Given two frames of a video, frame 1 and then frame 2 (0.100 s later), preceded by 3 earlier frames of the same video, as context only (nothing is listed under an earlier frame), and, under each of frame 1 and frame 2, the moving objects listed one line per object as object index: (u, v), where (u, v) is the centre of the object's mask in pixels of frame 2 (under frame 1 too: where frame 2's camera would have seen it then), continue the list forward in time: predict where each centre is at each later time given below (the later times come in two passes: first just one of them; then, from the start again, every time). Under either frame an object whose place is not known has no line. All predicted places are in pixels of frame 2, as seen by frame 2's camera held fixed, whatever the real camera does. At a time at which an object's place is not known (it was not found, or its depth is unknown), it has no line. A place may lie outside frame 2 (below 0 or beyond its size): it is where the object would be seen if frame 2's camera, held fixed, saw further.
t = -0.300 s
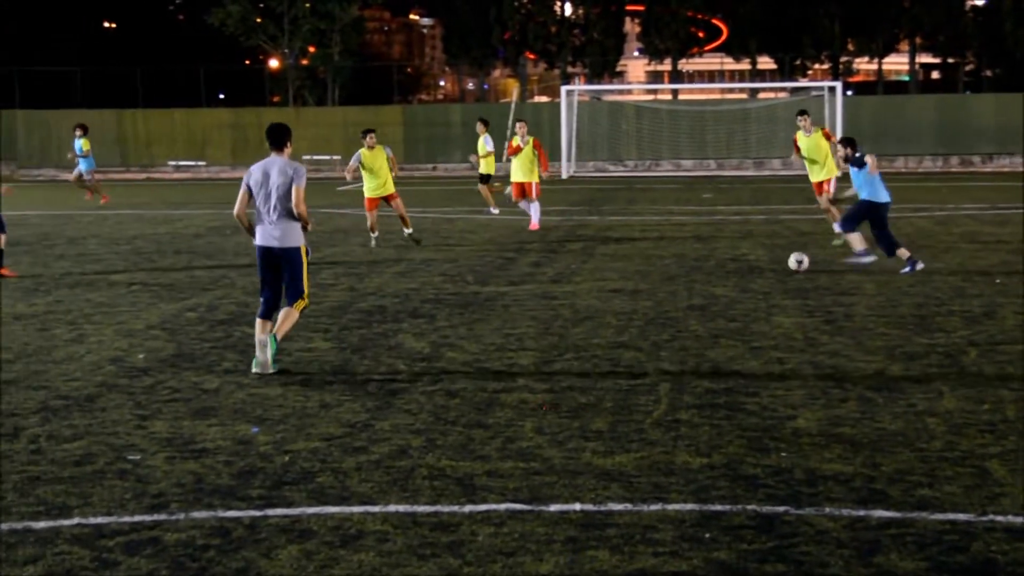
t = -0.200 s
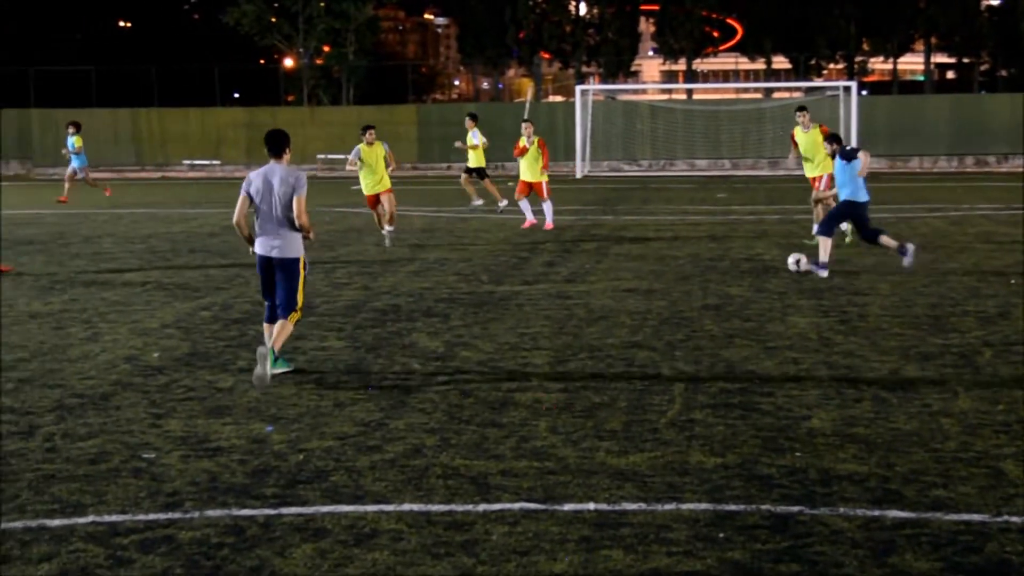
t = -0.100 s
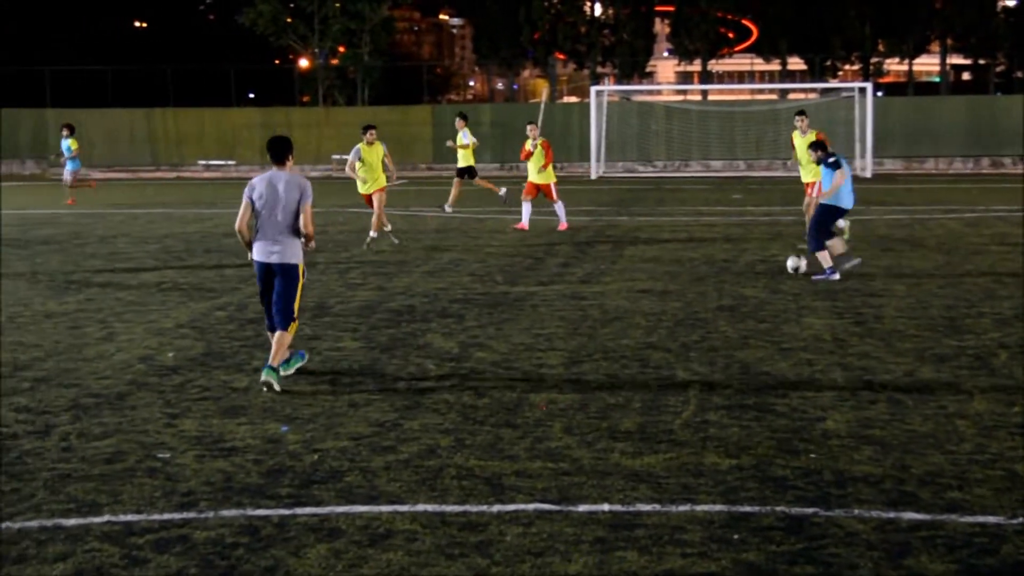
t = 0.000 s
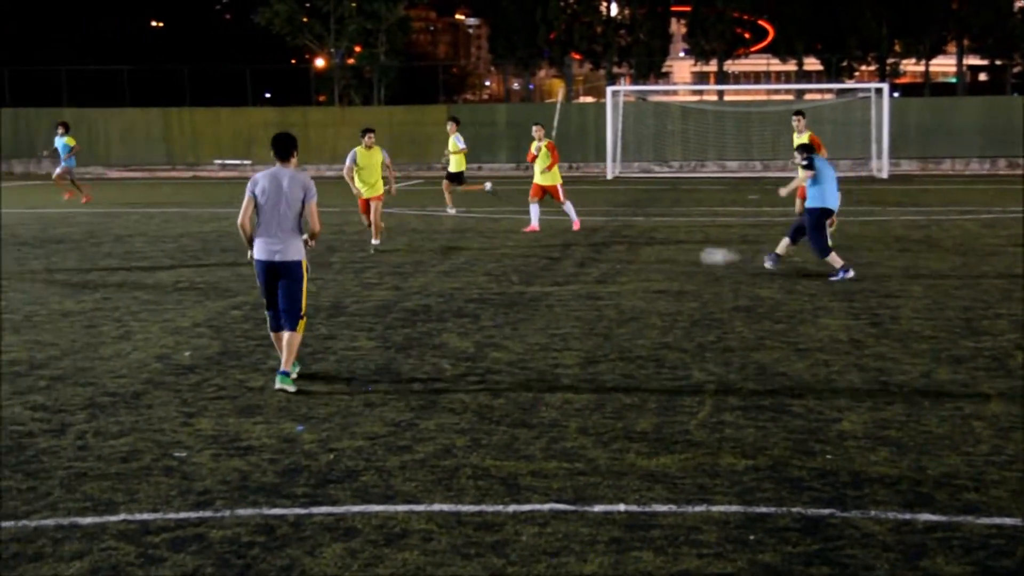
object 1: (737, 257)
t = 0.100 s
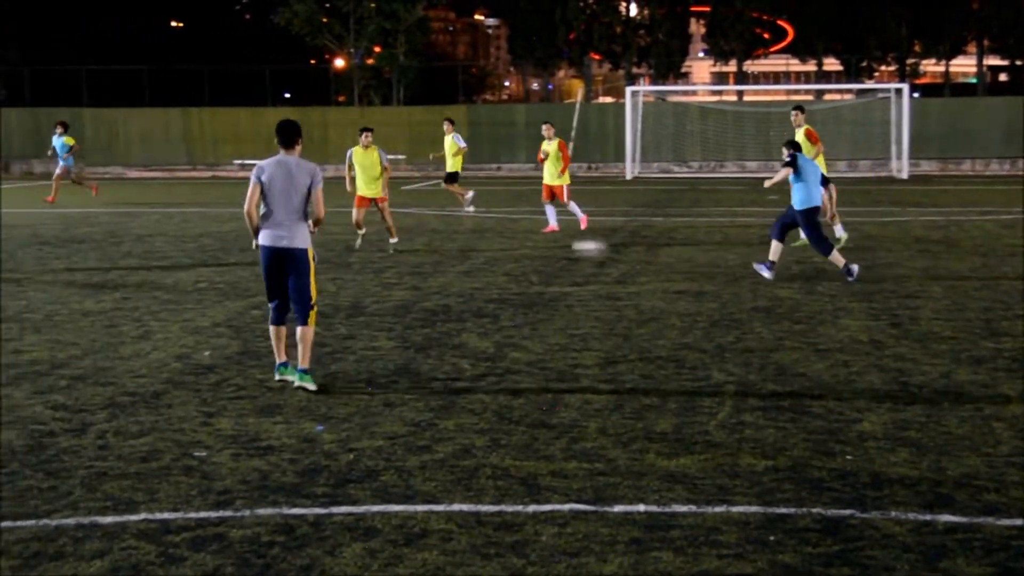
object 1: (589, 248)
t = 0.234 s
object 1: (400, 250)
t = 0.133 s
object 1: (542, 247)
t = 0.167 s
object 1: (493, 247)
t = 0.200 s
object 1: (447, 248)
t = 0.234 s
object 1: (400, 250)
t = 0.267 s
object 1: (354, 254)
